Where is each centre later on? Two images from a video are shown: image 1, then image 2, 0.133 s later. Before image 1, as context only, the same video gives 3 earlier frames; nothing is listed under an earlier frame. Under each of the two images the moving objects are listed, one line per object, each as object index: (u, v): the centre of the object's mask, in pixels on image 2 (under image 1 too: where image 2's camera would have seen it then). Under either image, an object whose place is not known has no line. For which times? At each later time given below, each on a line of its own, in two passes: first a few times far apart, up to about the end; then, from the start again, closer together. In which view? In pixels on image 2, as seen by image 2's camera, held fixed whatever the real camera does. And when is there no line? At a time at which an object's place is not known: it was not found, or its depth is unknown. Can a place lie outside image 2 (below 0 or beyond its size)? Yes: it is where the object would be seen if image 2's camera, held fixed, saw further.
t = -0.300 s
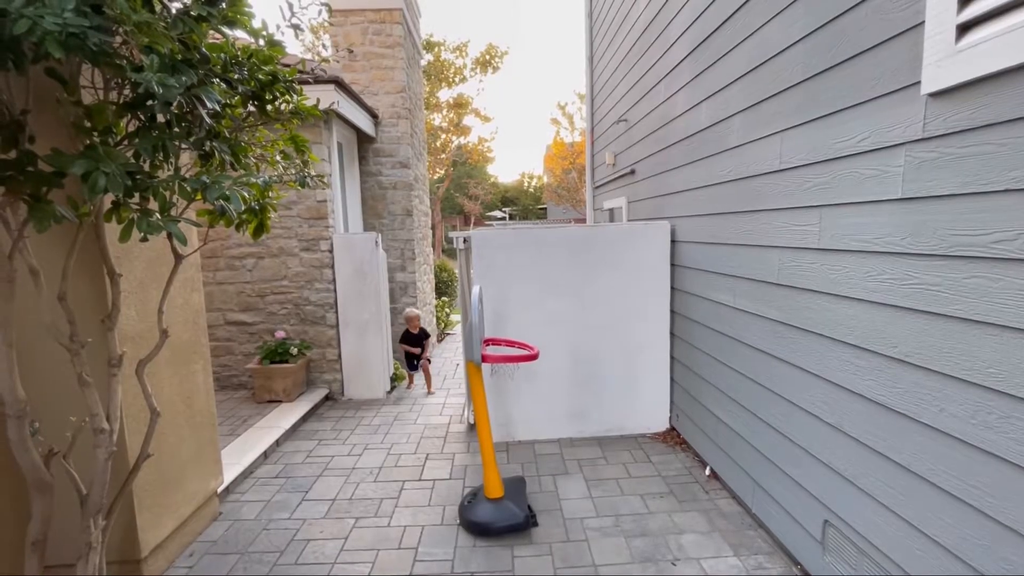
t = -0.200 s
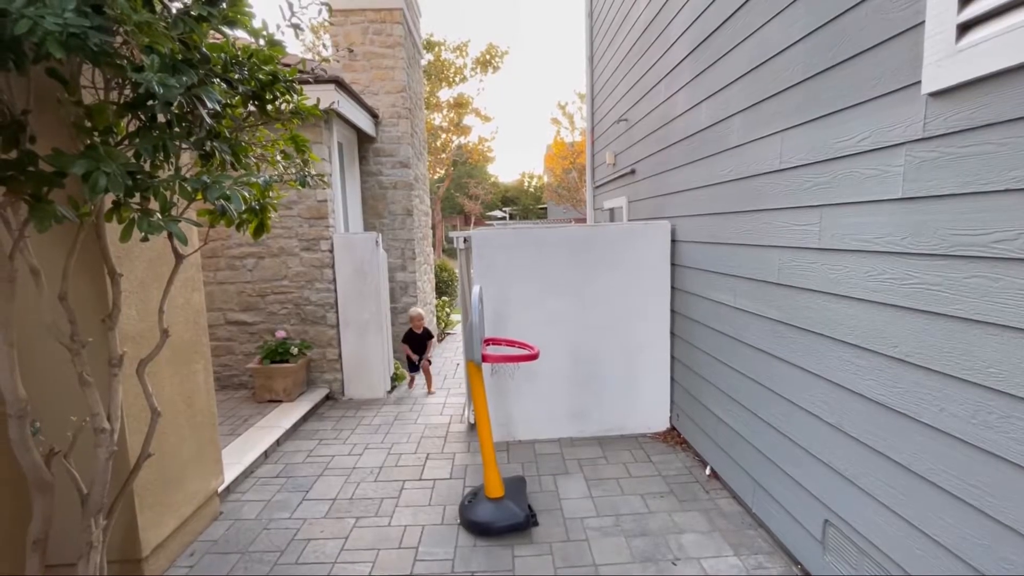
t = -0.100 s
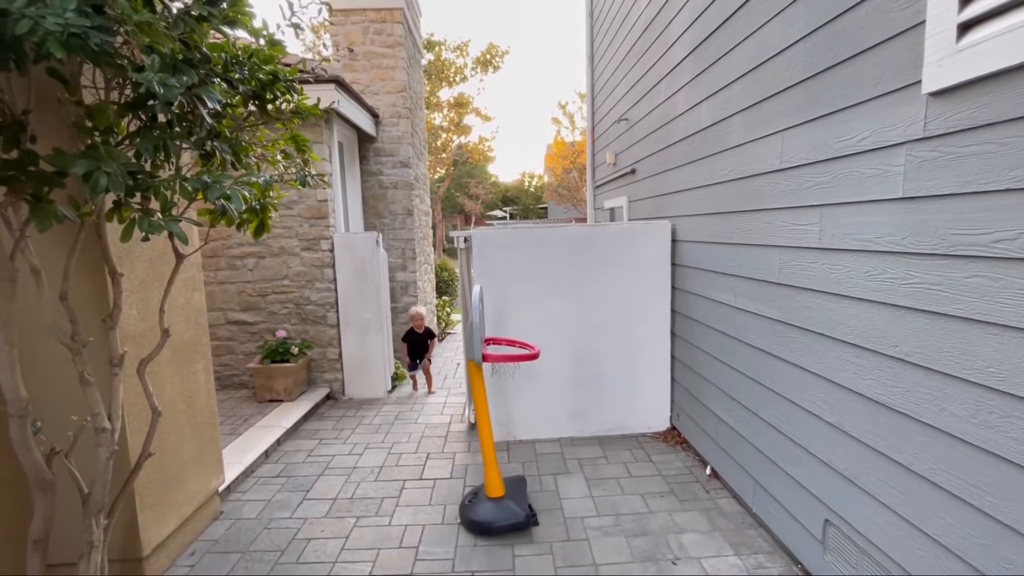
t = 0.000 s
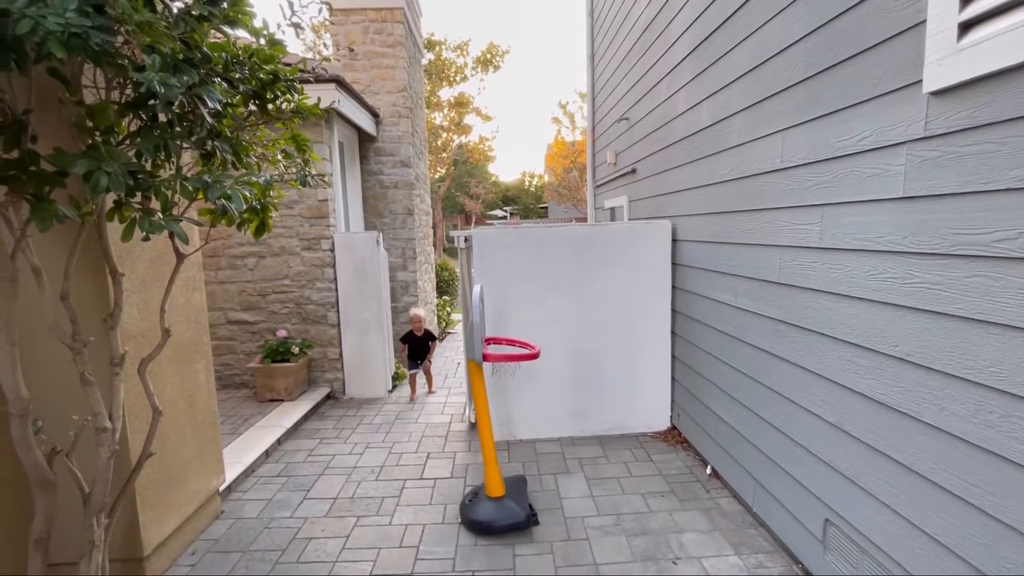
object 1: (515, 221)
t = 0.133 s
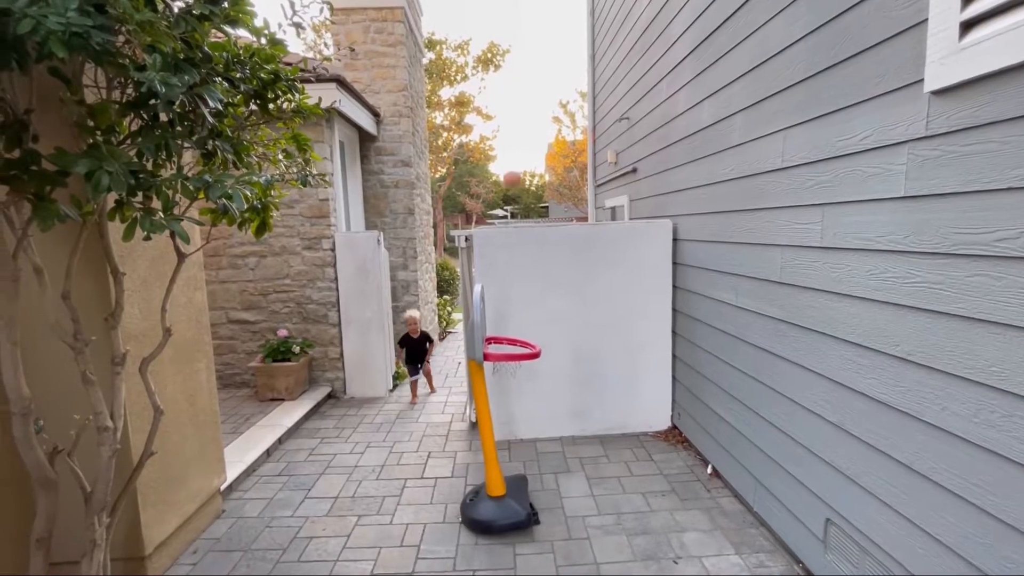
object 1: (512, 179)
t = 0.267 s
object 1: (509, 140)
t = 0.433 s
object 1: (506, 116)
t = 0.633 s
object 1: (504, 134)
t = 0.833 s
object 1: (502, 228)
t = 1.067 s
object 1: (508, 347)
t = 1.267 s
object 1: (510, 401)
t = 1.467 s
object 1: (509, 518)
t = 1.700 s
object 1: (511, 493)
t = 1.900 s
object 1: (516, 523)
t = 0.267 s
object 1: (509, 140)
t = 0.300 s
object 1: (508, 133)
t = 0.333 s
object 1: (508, 127)
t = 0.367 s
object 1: (507, 123)
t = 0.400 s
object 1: (506, 119)
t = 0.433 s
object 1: (506, 116)
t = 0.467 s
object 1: (506, 115)
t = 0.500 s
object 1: (505, 116)
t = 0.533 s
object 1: (505, 118)
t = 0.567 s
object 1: (504, 122)
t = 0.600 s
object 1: (504, 127)
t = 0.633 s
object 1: (504, 134)
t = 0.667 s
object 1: (503, 143)
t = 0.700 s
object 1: (503, 155)
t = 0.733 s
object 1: (502, 170)
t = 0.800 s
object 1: (503, 204)
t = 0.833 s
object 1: (502, 228)
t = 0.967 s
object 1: (502, 343)
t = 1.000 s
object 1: (503, 346)
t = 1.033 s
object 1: (507, 346)
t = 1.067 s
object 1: (508, 347)
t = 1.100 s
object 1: (511, 356)
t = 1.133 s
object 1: (512, 369)
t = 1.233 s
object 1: (511, 388)
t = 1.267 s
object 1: (510, 401)
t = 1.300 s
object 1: (510, 415)
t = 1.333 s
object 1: (510, 430)
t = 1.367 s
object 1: (510, 451)
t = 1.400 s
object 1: (510, 470)
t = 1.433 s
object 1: (510, 493)
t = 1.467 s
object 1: (509, 518)
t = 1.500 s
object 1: (509, 539)
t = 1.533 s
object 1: (509, 526)
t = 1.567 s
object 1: (510, 517)
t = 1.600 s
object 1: (510, 508)
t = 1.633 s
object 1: (510, 500)
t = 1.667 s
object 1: (511, 496)
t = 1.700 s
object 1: (511, 493)
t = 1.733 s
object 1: (512, 493)
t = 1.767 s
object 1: (512, 493)
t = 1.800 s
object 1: (513, 496)
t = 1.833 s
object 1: (514, 503)
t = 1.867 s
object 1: (515, 512)
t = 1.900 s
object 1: (516, 523)
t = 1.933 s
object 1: (517, 536)
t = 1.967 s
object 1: (518, 552)
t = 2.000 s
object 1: (520, 573)
